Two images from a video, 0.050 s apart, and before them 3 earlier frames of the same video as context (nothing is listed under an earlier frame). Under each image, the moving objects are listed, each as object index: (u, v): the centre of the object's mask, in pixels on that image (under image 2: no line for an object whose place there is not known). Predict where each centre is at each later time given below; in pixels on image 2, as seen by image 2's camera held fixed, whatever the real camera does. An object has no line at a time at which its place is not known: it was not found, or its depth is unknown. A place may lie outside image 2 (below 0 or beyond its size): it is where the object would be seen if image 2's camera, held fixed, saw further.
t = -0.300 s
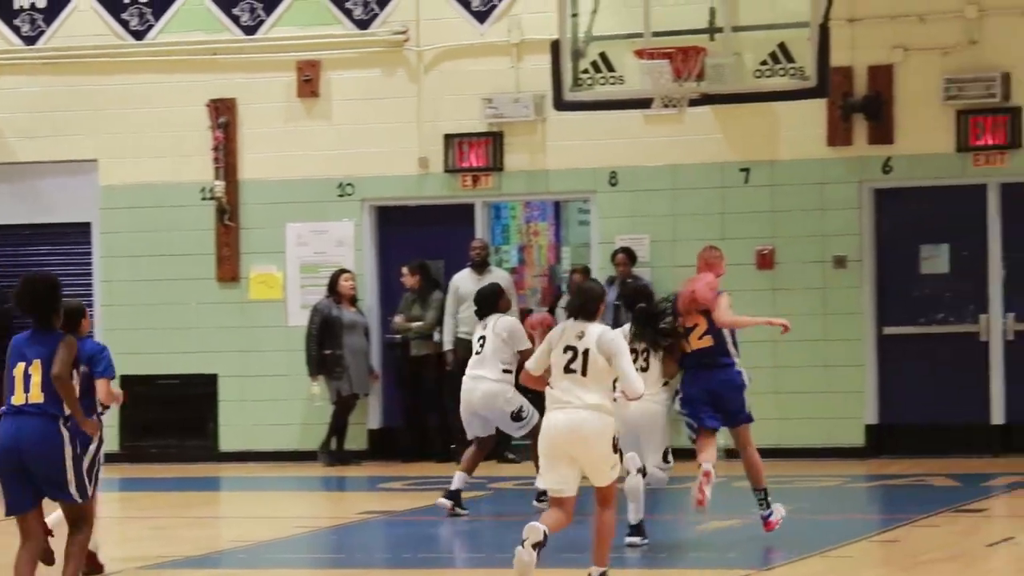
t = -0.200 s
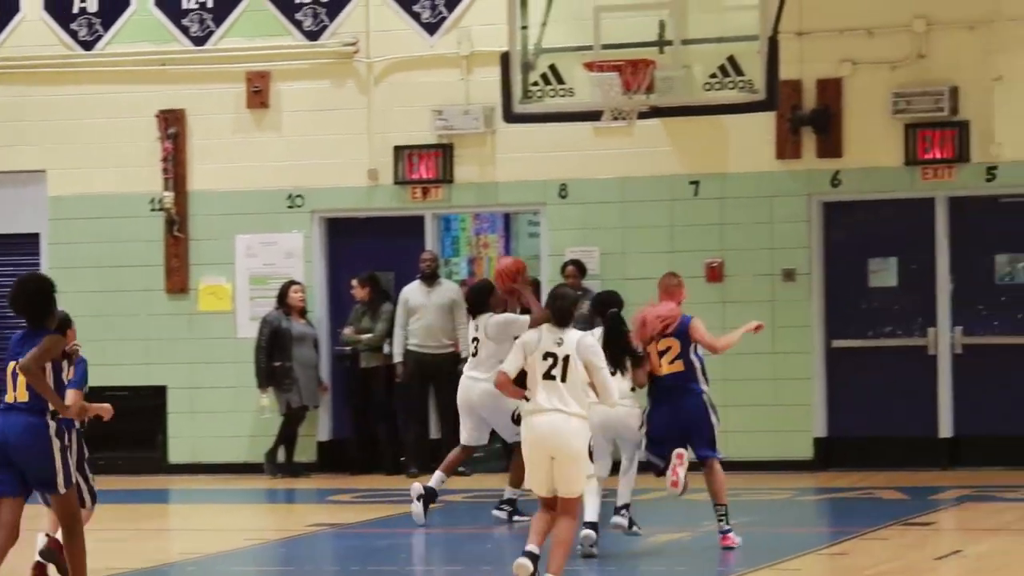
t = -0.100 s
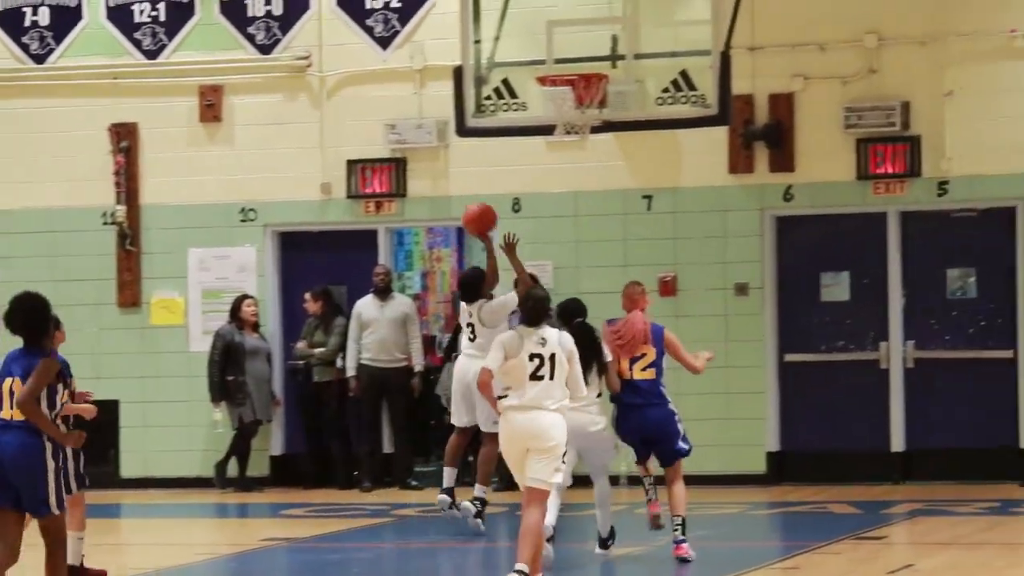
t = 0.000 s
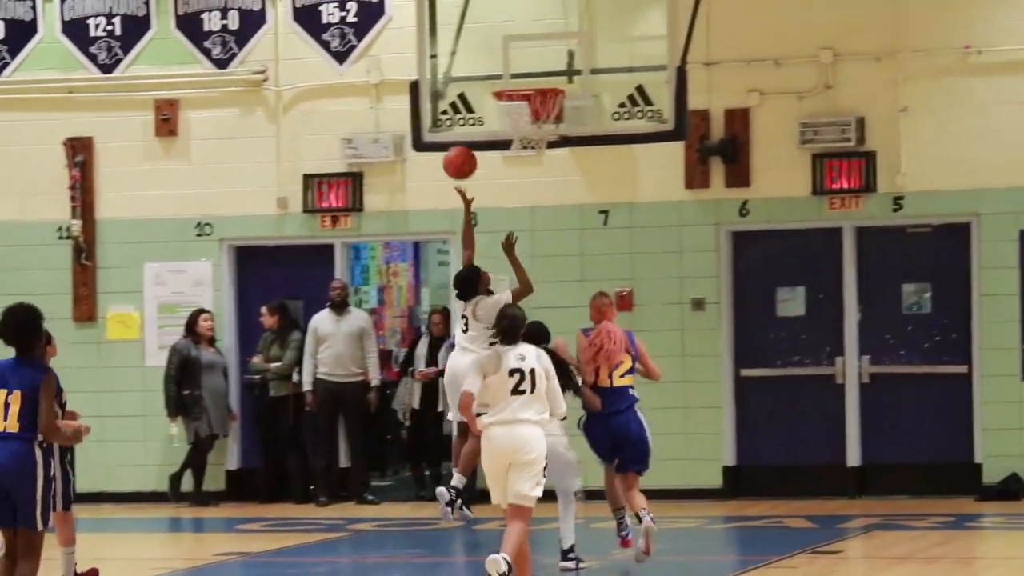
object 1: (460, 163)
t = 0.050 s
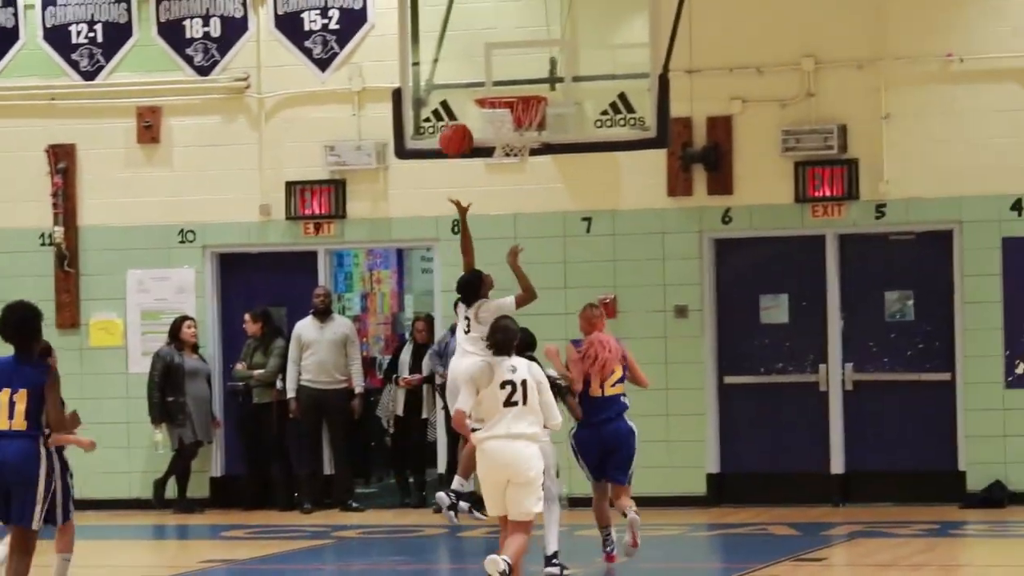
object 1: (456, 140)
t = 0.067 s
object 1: (461, 131)
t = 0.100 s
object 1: (468, 113)
